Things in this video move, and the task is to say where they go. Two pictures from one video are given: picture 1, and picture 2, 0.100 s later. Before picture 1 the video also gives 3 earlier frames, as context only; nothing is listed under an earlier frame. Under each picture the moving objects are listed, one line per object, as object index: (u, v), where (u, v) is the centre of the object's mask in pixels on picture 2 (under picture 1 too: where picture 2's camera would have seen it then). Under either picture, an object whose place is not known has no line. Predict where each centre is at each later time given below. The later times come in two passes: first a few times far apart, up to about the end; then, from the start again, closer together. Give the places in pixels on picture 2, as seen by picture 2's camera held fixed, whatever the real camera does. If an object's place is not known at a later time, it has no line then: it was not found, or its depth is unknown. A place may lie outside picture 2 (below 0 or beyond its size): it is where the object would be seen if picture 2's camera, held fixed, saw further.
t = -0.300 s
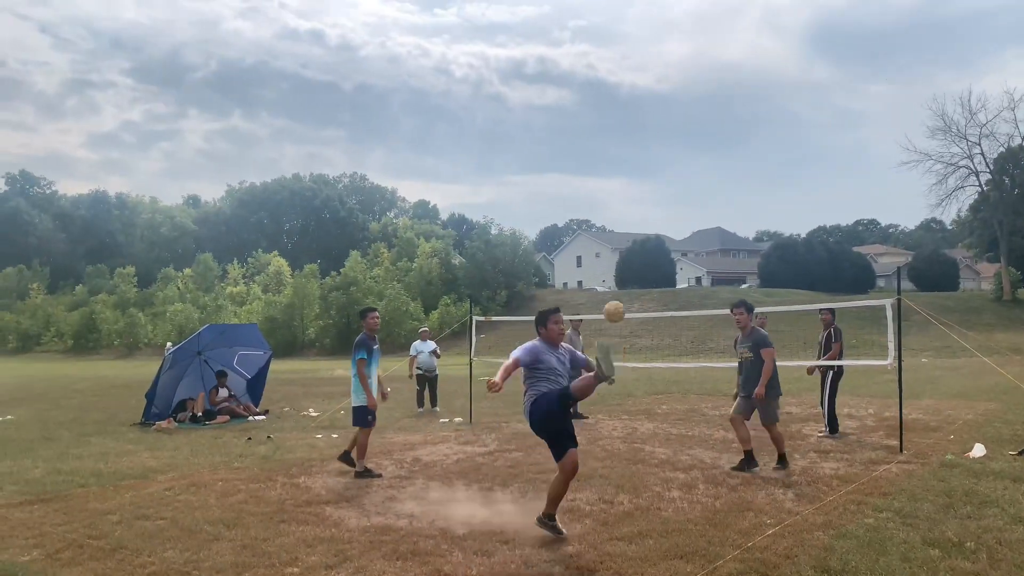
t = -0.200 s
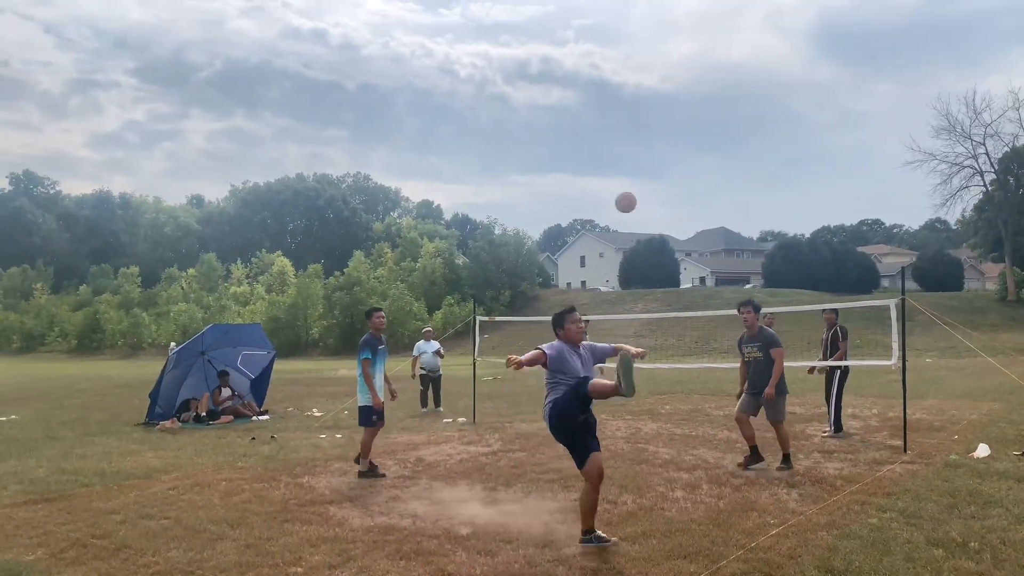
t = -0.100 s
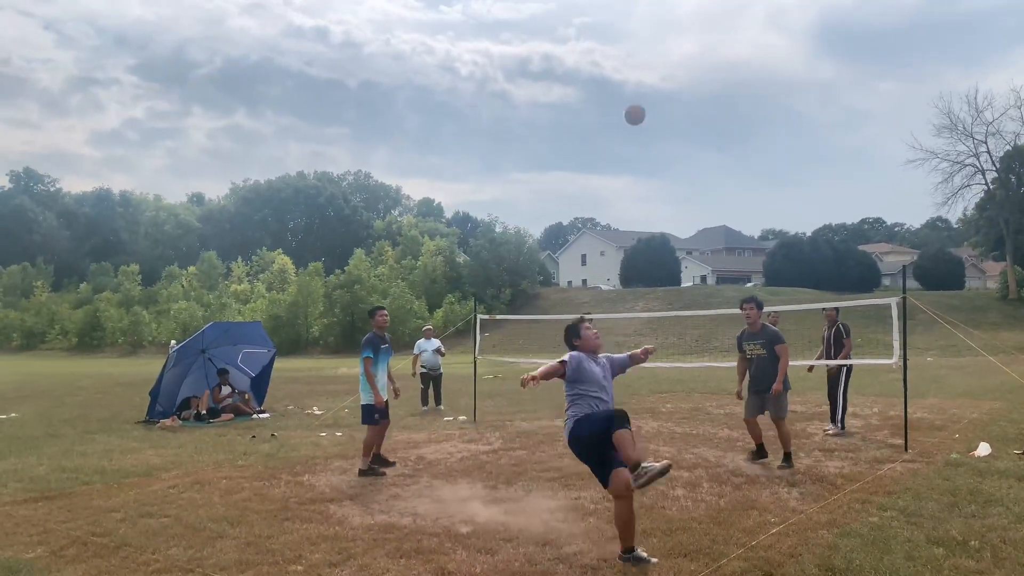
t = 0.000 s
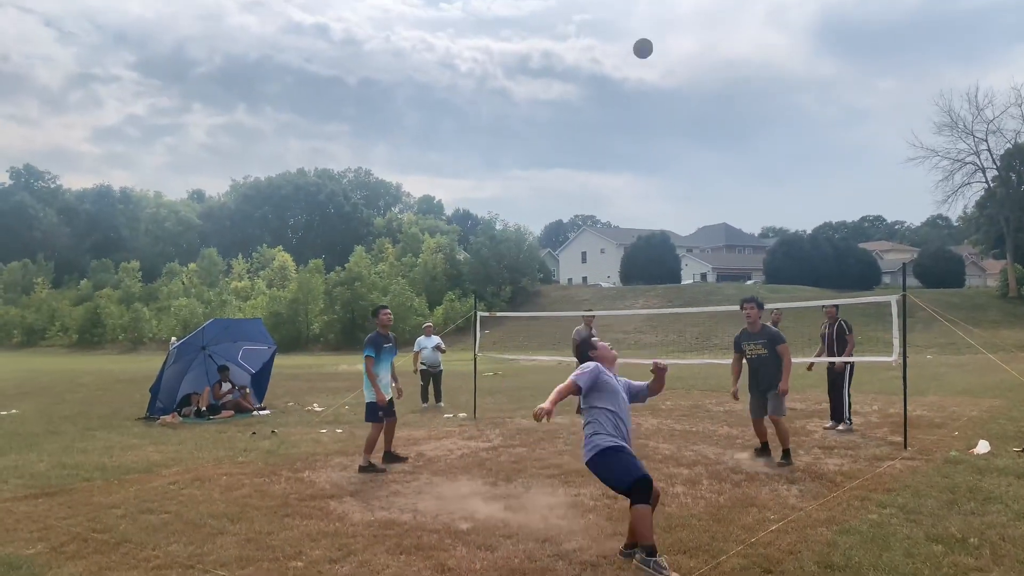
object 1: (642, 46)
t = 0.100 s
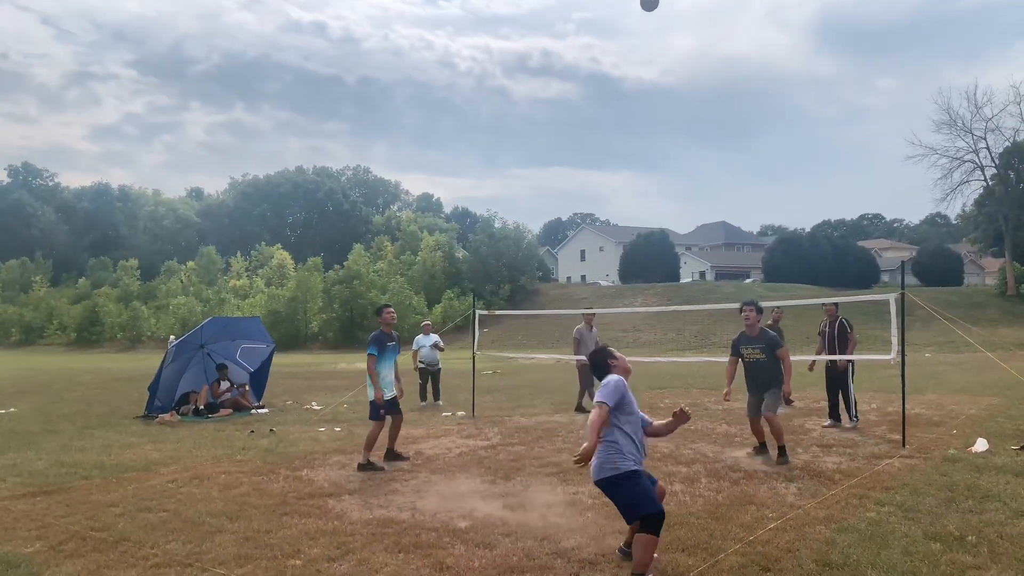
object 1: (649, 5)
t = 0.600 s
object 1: (682, 2)
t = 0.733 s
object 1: (691, 49)
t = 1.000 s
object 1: (713, 190)
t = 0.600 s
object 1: (682, 2)
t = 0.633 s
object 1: (681, 12)
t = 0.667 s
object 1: (685, 24)
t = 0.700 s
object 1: (688, 36)
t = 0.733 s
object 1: (691, 49)
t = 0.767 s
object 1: (694, 63)
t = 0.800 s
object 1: (697, 79)
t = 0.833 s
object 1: (701, 96)
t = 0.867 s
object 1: (704, 114)
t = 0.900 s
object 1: (706, 131)
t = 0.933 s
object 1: (709, 150)
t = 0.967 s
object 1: (711, 170)
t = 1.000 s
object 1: (713, 190)
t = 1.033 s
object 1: (715, 212)
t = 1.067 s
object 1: (717, 233)
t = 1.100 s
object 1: (720, 256)
